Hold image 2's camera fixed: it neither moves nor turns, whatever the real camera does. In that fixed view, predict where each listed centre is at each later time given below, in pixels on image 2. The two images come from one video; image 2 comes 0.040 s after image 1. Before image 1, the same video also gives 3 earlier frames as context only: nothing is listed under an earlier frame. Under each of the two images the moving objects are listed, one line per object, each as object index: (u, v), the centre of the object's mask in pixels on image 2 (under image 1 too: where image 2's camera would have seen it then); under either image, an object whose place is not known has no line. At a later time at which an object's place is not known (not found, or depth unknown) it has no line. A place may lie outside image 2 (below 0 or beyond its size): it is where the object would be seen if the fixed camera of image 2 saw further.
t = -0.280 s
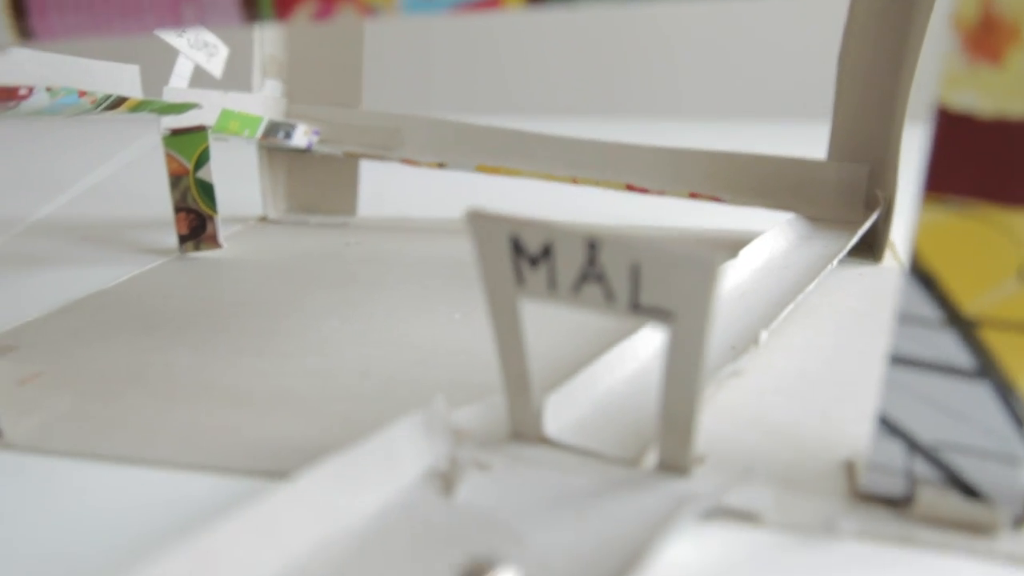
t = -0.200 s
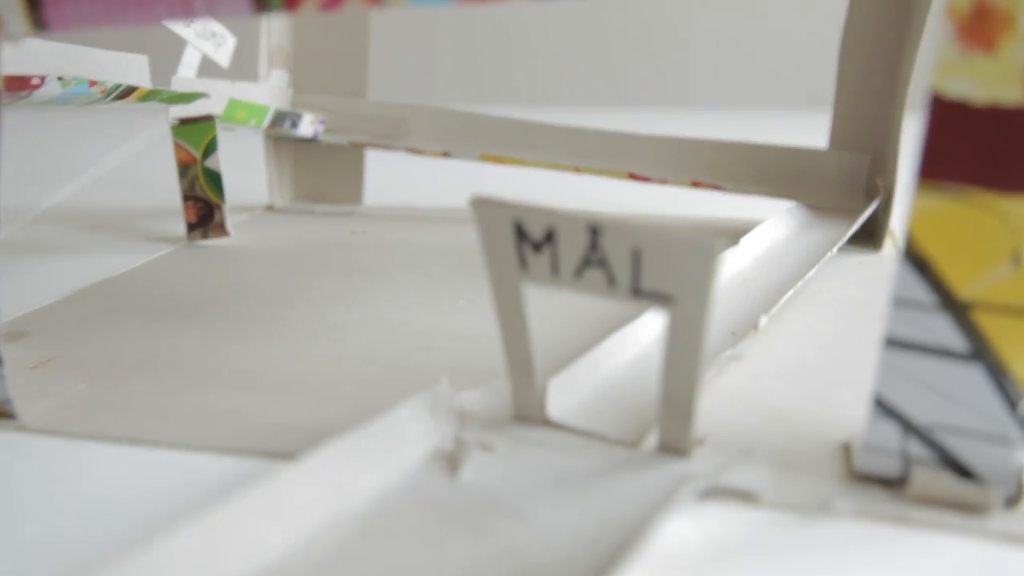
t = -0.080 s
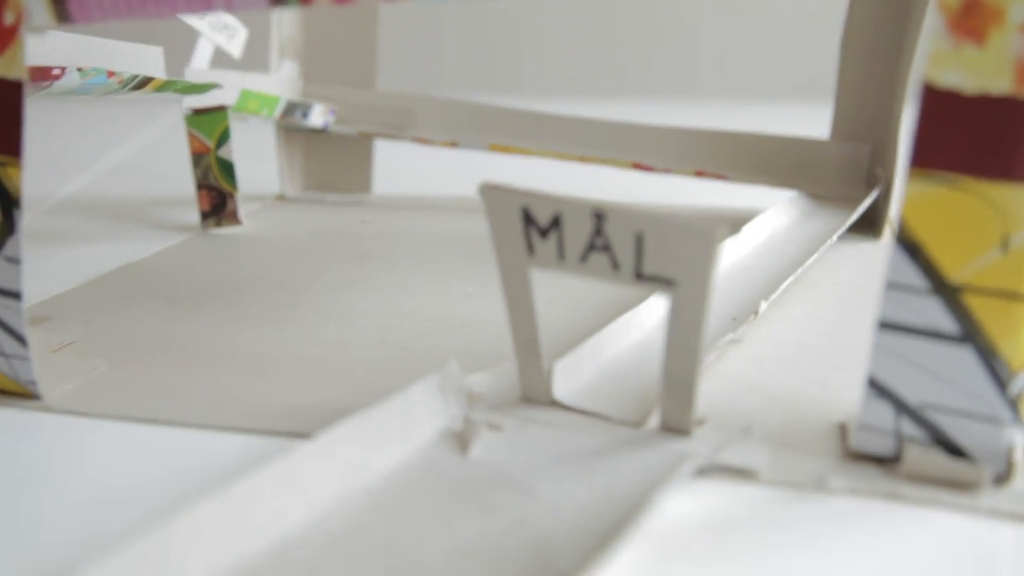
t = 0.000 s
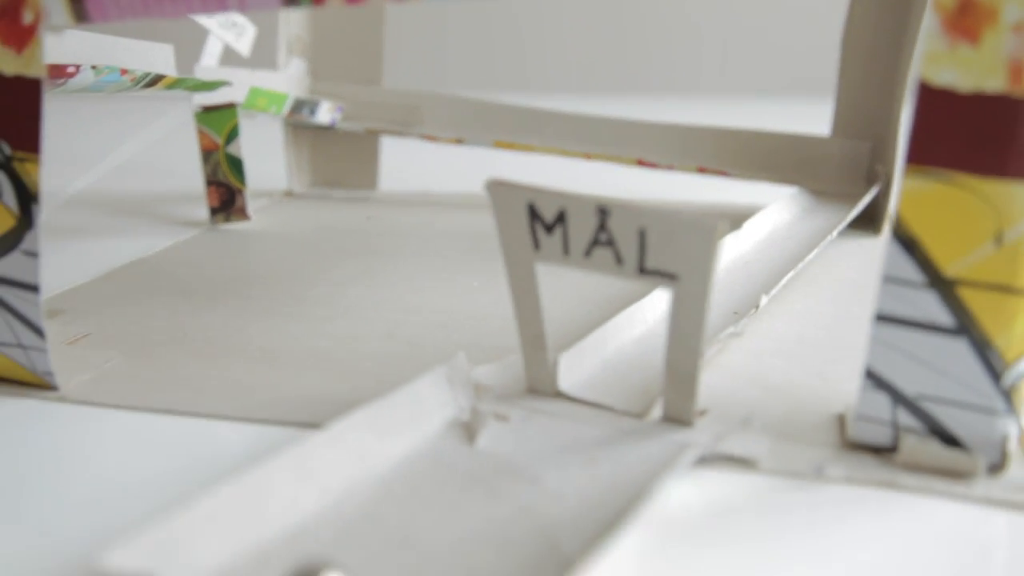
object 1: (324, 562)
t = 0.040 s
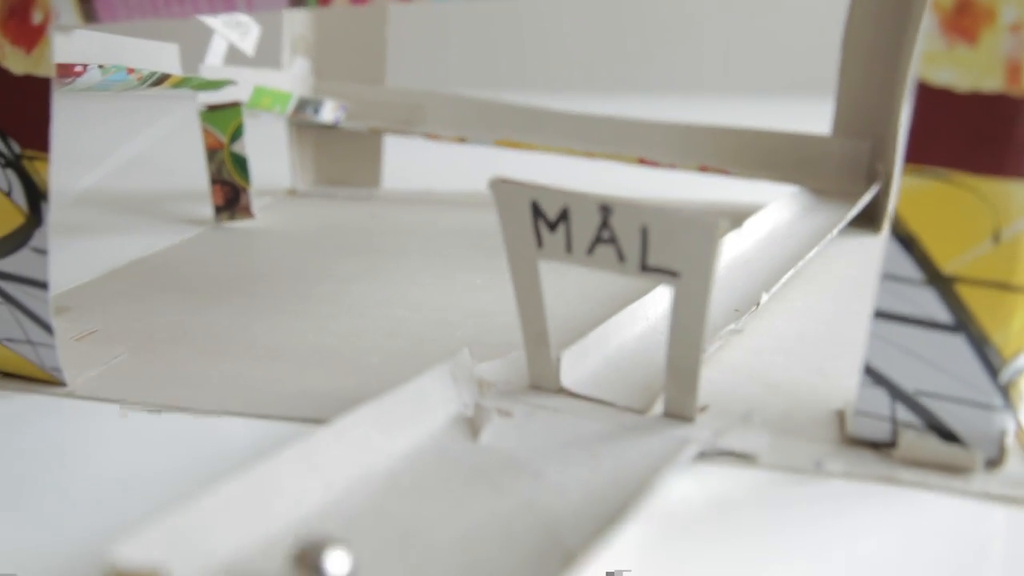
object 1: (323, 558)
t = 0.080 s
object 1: (319, 554)
